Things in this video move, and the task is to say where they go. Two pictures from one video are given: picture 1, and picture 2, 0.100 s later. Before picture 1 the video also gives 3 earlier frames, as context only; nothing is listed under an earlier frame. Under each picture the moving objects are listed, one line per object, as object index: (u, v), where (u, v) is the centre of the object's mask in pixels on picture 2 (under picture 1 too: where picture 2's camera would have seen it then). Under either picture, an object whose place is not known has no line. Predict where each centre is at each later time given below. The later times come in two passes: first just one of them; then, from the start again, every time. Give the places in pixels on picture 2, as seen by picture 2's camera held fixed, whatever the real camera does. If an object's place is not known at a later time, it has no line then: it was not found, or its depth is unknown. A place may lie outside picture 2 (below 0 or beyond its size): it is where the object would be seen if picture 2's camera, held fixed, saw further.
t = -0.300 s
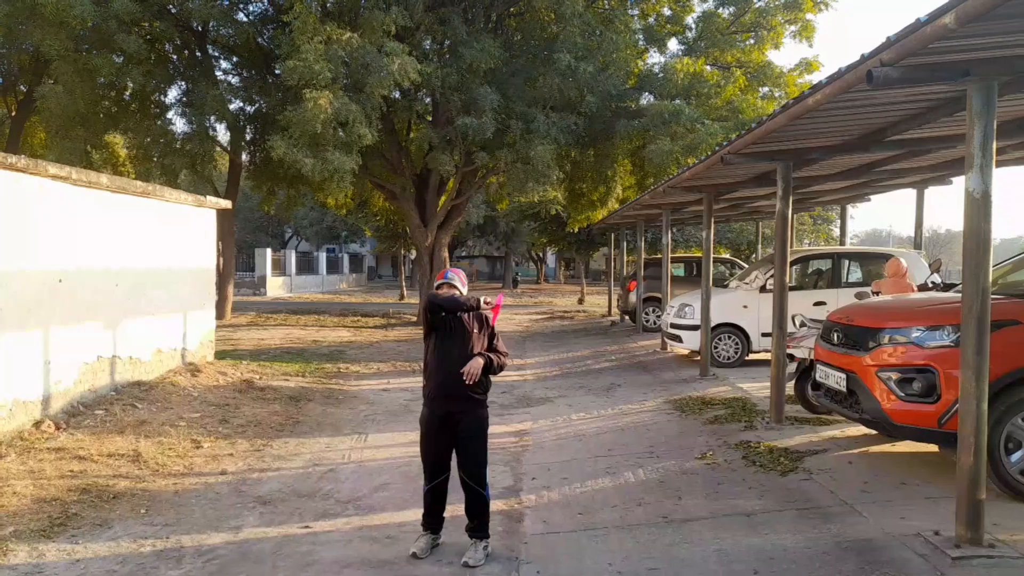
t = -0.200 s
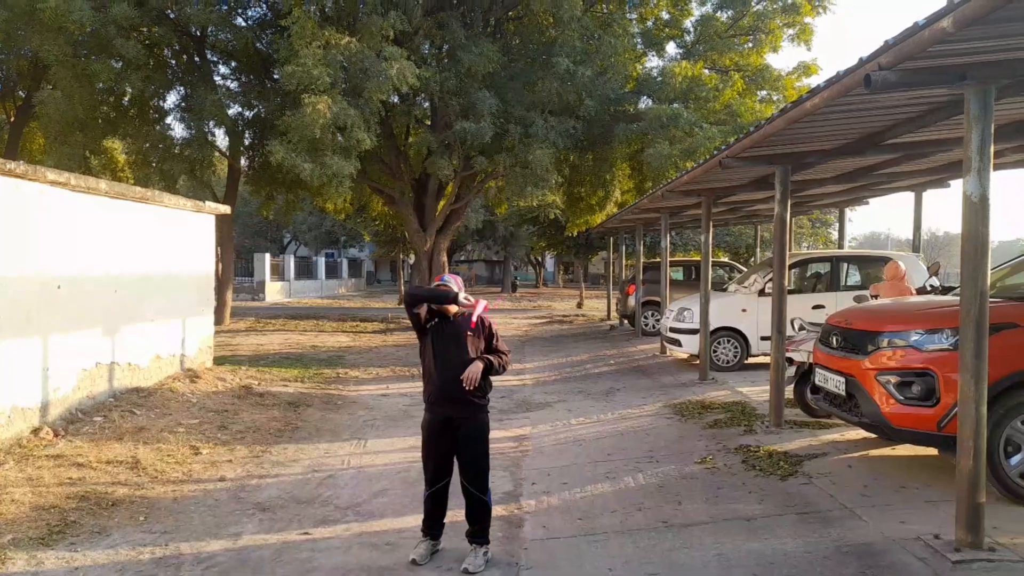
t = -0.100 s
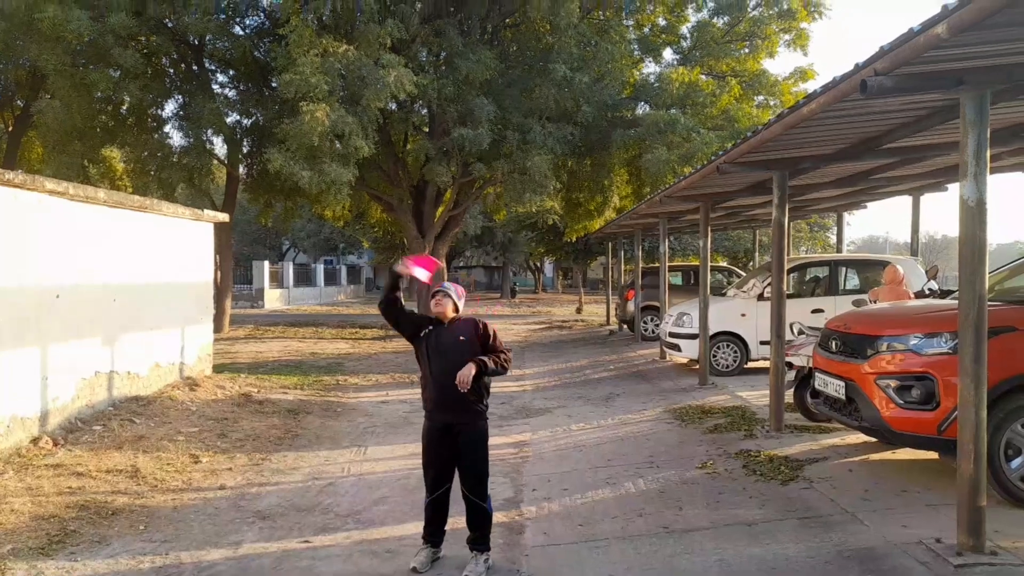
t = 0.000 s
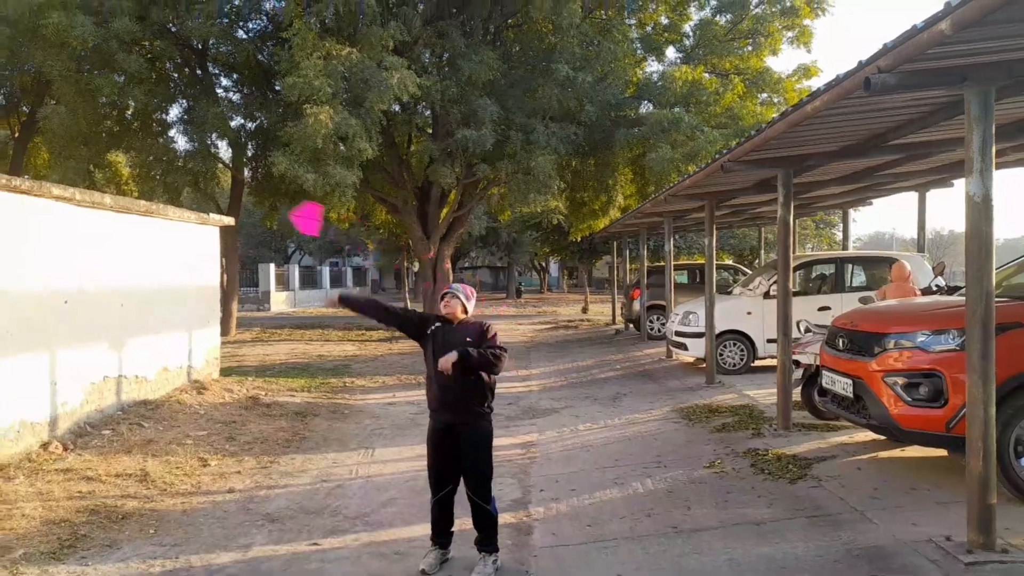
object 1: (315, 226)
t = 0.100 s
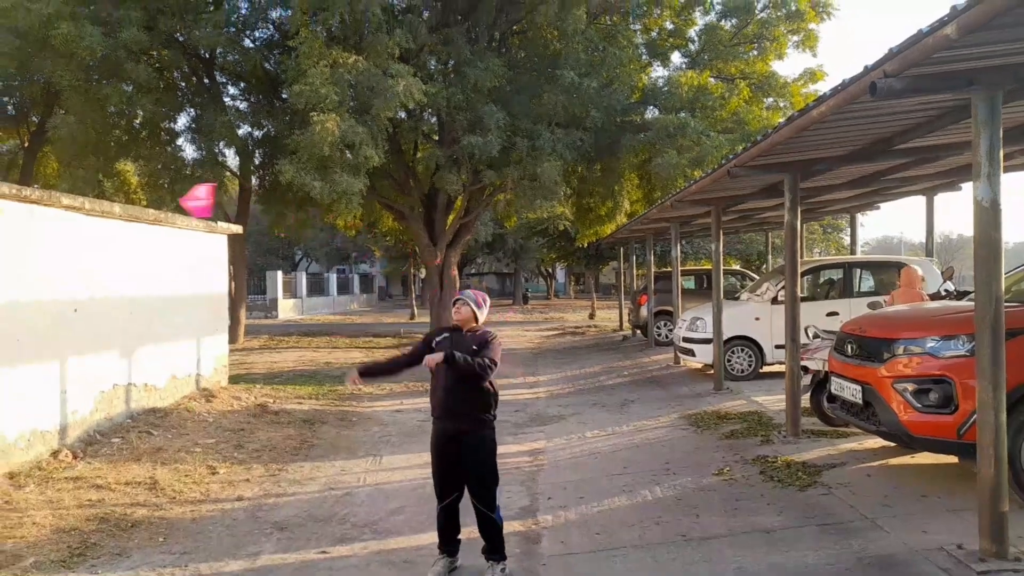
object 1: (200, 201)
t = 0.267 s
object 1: (37, 244)
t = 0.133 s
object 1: (164, 199)
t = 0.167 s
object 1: (130, 203)
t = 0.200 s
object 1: (98, 210)
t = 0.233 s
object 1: (65, 226)
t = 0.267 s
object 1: (37, 244)
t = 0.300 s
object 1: (14, 265)
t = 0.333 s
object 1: (-5, 290)
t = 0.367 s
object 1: (-22, 315)
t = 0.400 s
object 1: (-36, 340)
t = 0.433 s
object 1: (-48, 365)
